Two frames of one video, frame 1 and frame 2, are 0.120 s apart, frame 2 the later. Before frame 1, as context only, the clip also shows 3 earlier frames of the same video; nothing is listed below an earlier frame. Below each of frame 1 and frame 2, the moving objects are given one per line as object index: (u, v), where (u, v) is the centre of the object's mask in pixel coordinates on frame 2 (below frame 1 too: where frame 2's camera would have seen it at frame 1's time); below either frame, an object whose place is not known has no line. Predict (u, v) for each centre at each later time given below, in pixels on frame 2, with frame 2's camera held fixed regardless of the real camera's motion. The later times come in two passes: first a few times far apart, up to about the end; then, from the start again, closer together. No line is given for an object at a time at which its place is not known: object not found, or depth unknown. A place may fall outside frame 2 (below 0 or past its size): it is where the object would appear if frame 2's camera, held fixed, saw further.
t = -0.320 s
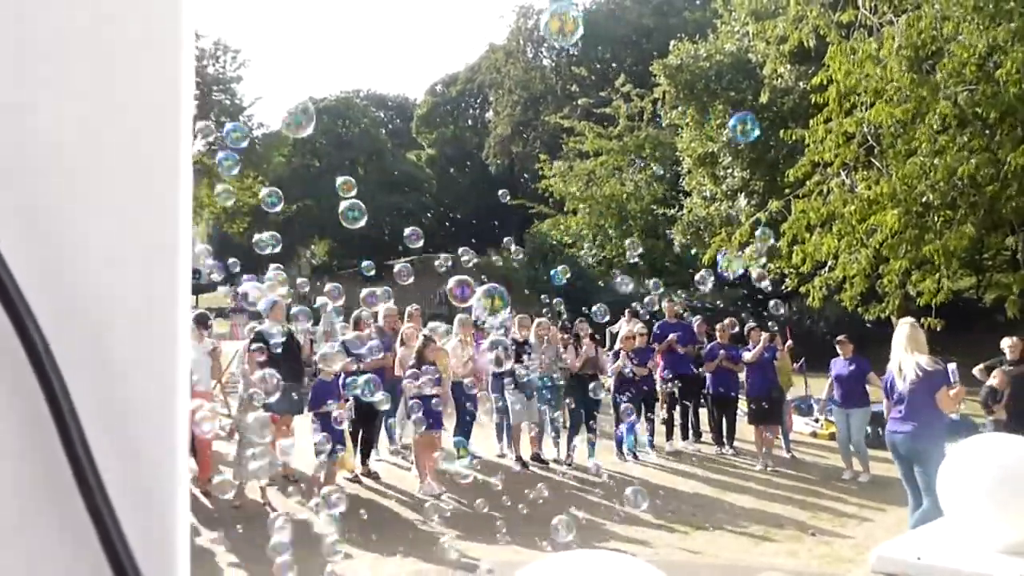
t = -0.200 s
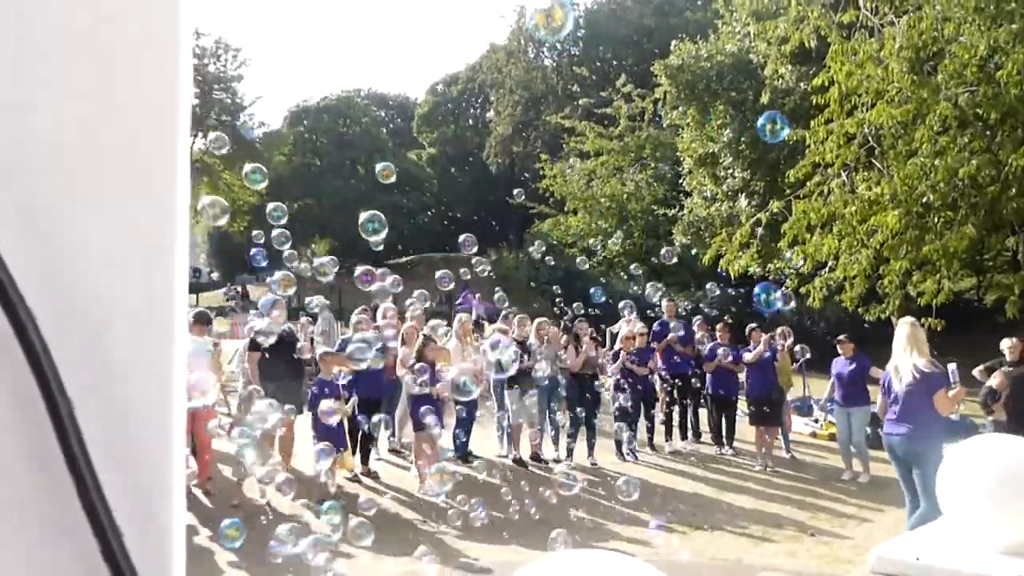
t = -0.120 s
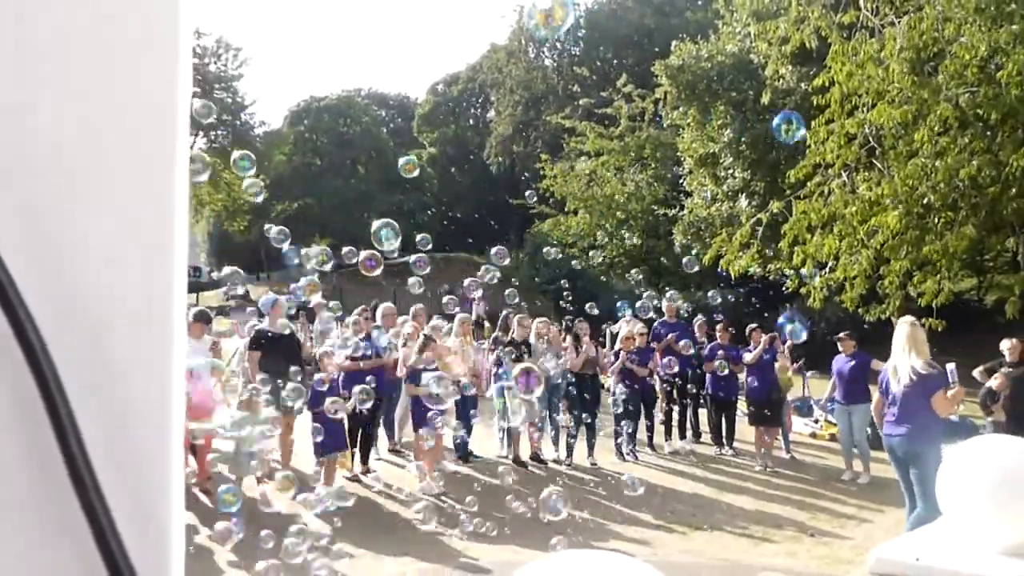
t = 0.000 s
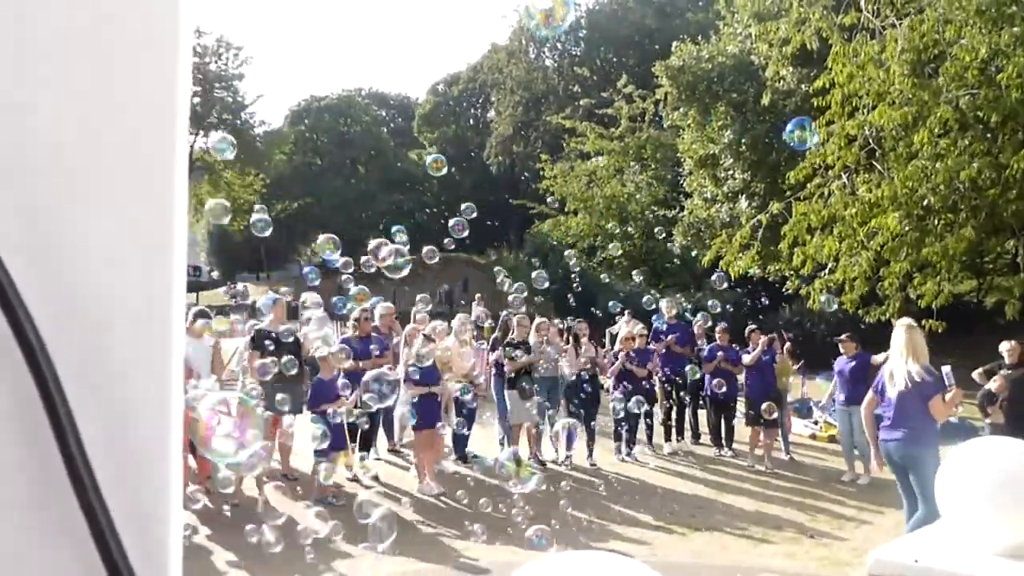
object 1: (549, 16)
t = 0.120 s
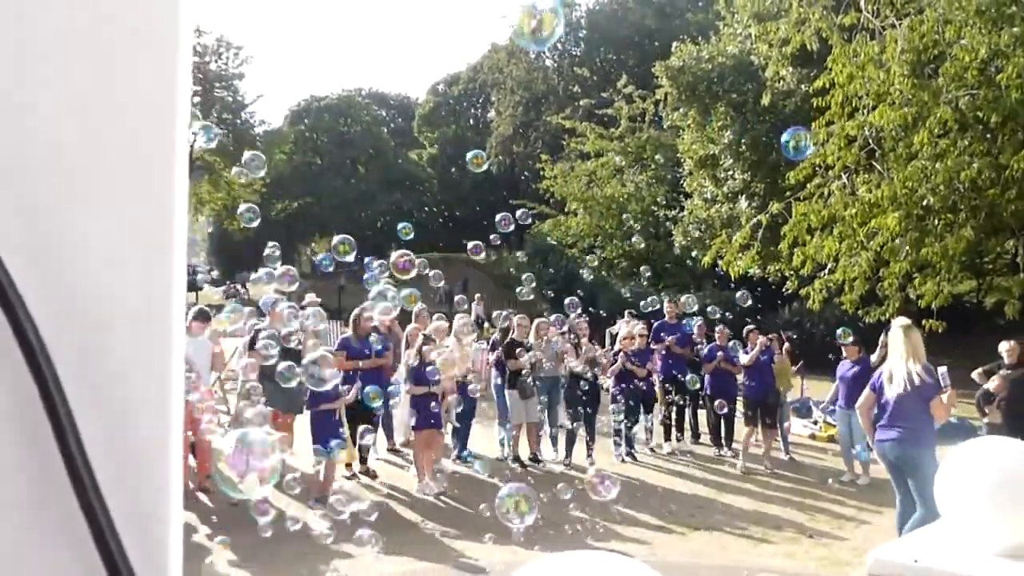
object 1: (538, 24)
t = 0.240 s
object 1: (519, 52)
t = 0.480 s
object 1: (467, 116)
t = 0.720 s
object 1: (503, 189)
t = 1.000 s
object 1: (583, 291)
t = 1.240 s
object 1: (646, 475)
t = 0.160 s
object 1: (533, 29)
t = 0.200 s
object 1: (523, 36)
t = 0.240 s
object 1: (519, 52)
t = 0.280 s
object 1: (510, 62)
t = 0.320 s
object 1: (499, 72)
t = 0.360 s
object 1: (489, 82)
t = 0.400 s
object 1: (479, 93)
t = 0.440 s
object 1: (471, 104)
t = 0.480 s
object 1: (467, 116)
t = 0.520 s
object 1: (466, 129)
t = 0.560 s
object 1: (469, 141)
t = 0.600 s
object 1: (475, 153)
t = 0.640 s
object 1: (482, 165)
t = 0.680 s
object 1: (492, 177)
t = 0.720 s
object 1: (503, 189)
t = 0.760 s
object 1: (515, 201)
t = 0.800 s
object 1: (529, 213)
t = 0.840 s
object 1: (543, 226)
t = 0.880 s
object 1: (555, 239)
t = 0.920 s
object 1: (568, 255)
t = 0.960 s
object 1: (579, 272)
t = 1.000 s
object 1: (583, 291)
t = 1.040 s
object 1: (579, 313)
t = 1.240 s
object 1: (646, 475)
